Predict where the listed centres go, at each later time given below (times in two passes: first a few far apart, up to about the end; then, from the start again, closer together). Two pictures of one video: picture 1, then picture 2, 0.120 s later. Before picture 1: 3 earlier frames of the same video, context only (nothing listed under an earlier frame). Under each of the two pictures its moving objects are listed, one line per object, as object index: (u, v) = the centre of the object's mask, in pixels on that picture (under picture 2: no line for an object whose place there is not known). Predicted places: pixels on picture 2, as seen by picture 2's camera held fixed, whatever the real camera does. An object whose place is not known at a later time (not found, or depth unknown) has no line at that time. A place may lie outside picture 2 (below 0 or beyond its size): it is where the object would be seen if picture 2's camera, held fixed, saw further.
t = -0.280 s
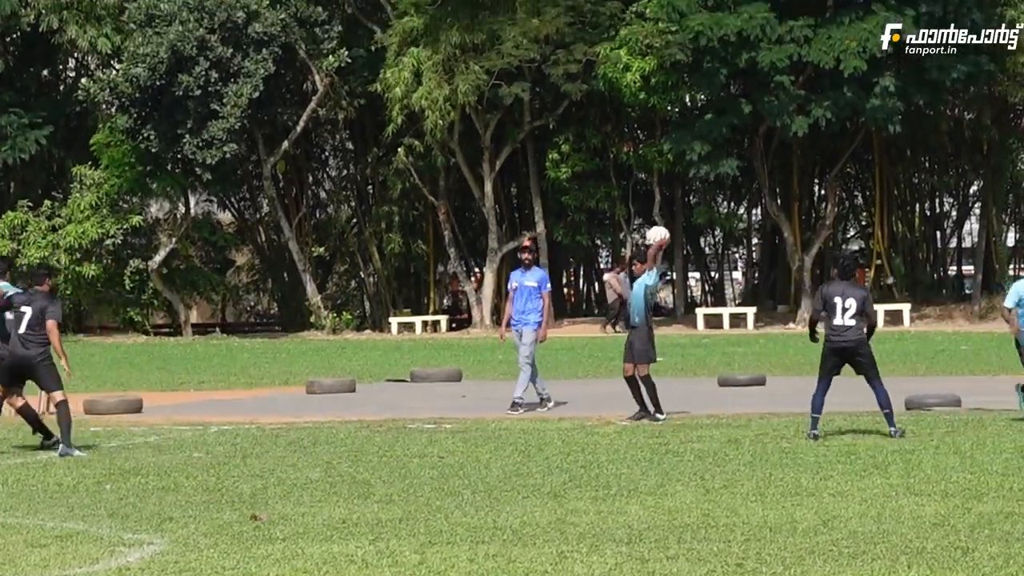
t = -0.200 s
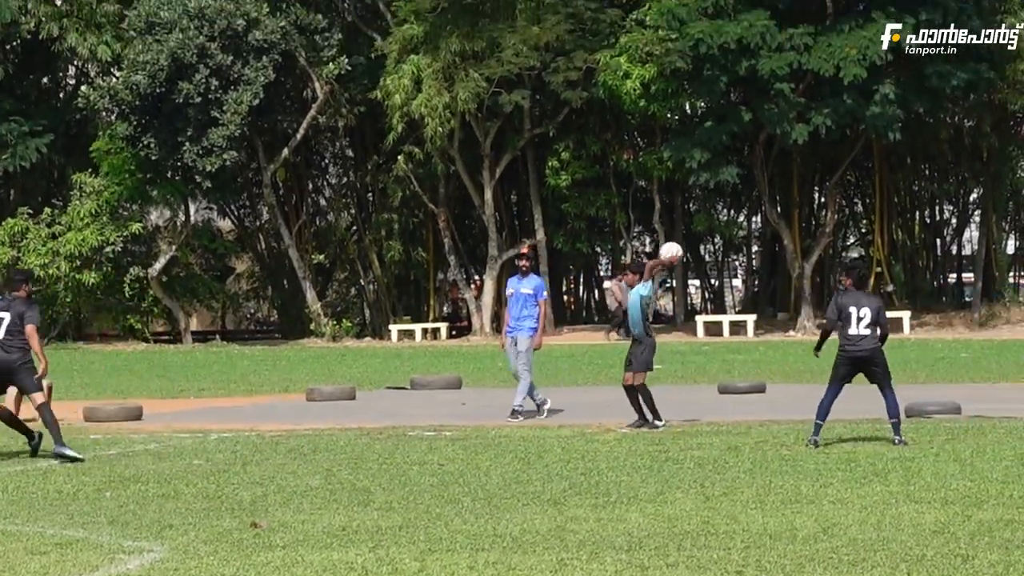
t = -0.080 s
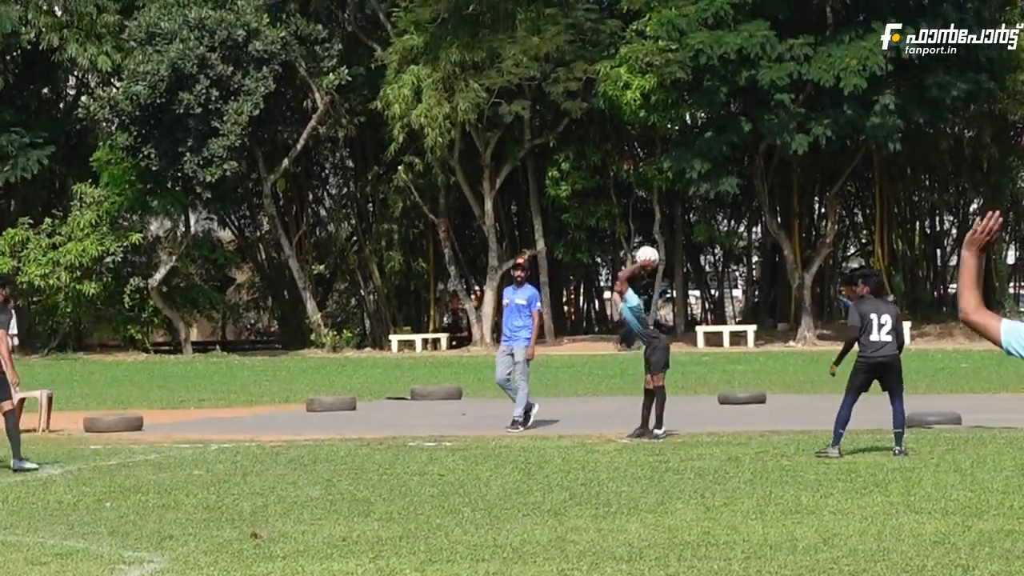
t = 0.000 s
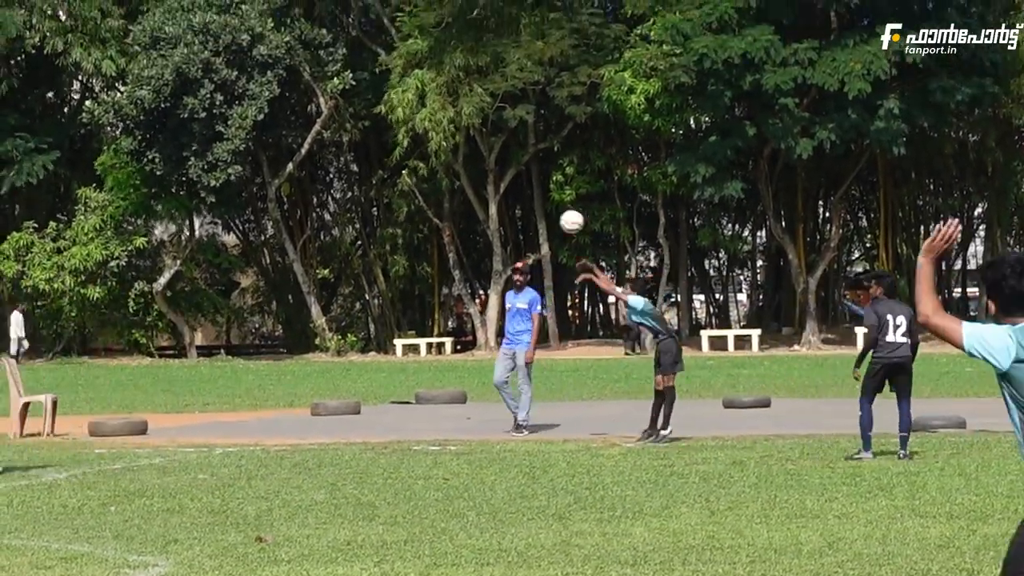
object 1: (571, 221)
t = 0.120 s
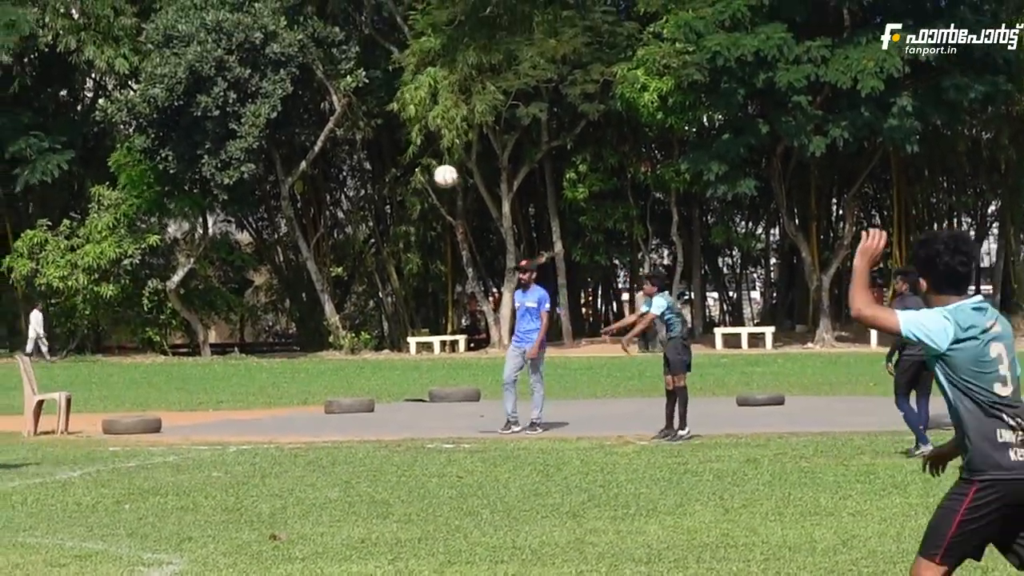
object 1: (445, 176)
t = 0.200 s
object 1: (353, 155)
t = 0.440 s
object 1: (87, 131)
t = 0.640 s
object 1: (-139, 157)
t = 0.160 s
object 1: (399, 165)
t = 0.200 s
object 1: (353, 155)
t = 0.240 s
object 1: (308, 147)
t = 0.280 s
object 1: (263, 141)
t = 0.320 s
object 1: (219, 136)
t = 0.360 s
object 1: (174, 132)
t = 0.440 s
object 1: (87, 131)
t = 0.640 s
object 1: (-139, 157)
